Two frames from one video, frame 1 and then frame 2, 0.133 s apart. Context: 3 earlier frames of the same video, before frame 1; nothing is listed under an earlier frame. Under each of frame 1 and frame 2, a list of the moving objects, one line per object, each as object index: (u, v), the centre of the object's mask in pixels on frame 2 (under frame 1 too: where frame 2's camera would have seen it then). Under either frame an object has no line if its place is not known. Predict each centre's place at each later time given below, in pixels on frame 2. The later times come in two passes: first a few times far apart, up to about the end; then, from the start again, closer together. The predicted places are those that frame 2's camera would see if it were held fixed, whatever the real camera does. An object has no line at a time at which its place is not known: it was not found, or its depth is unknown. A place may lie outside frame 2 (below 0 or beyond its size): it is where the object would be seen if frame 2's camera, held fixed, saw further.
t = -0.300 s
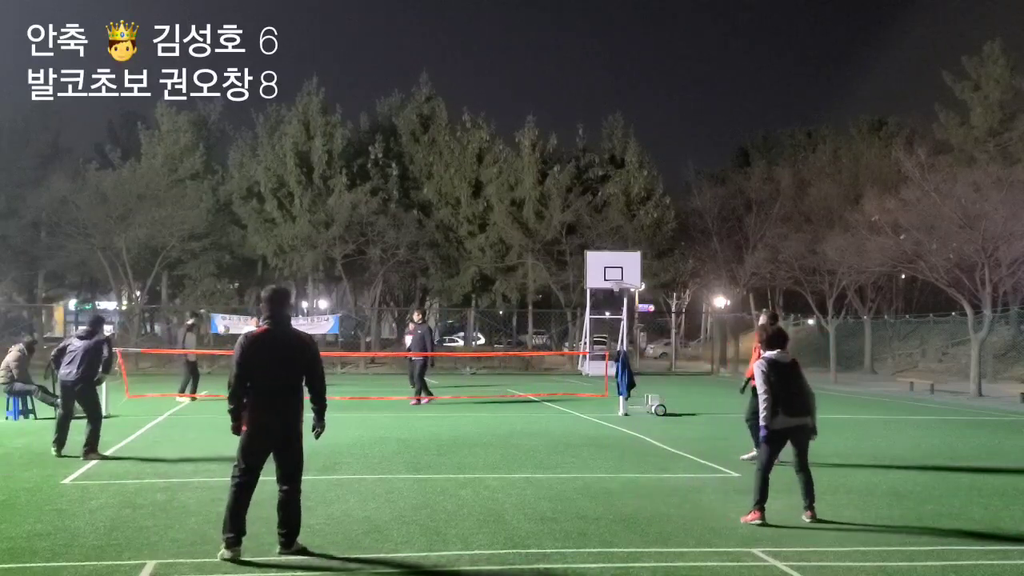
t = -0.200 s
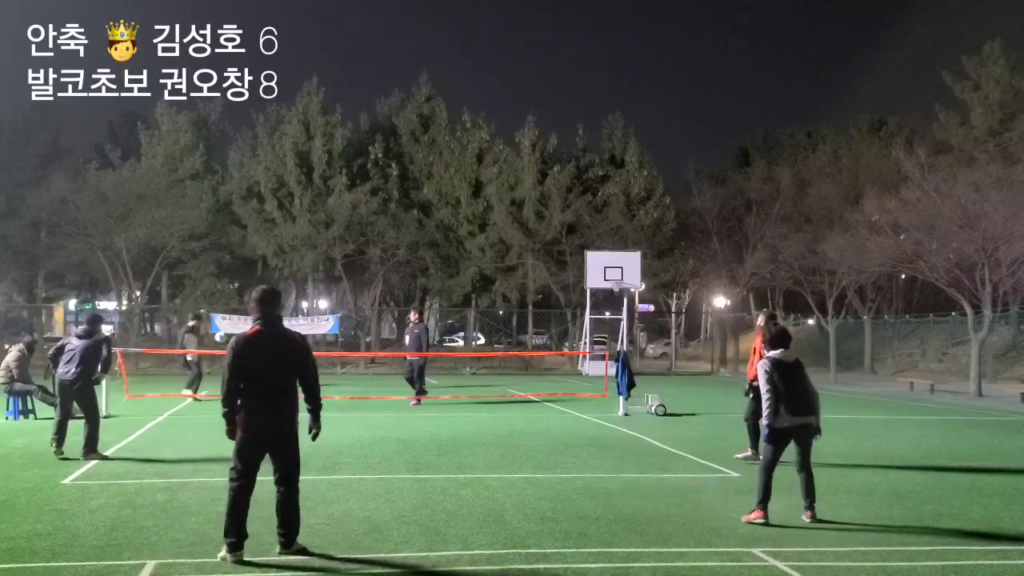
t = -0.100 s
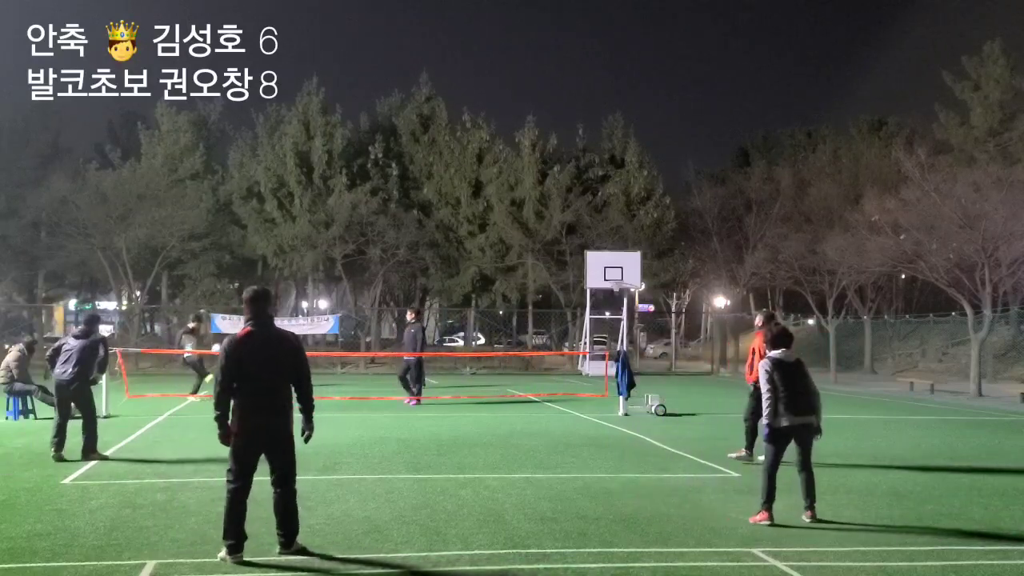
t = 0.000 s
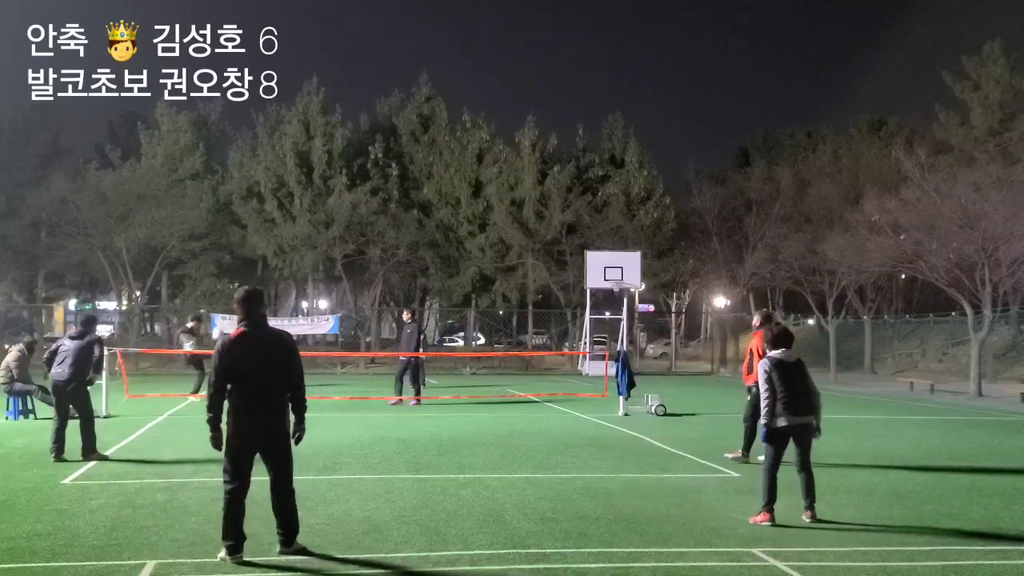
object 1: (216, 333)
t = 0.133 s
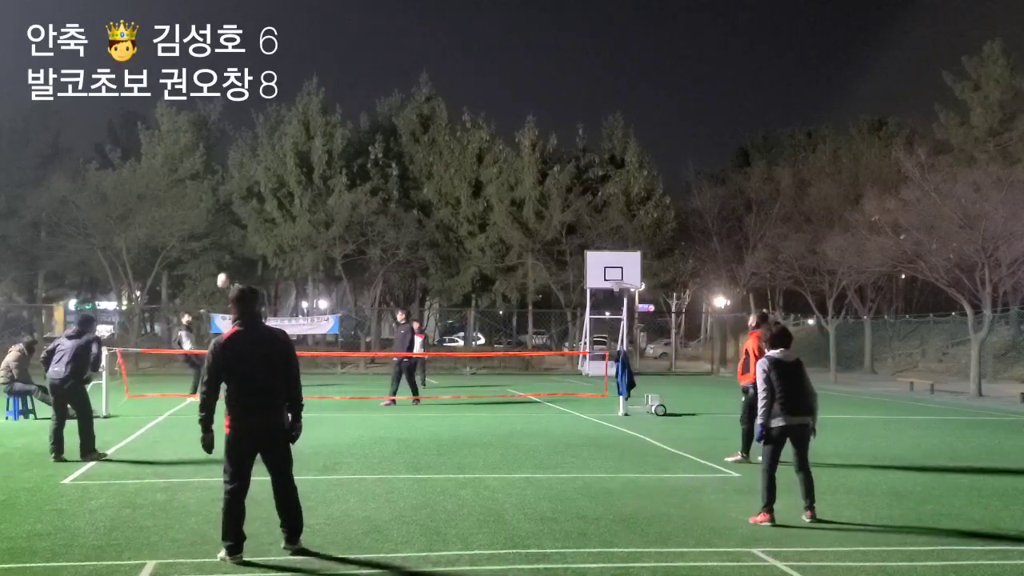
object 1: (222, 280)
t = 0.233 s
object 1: (226, 247)
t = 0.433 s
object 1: (233, 197)
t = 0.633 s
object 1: (240, 168)
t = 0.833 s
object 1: (247, 162)
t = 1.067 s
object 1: (254, 182)
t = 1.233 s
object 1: (260, 216)
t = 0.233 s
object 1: (226, 247)
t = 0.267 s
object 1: (226, 237)
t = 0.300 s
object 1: (229, 227)
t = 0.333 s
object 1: (230, 218)
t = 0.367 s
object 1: (231, 211)
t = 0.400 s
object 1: (231, 203)
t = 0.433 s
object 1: (233, 197)
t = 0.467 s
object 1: (235, 190)
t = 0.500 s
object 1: (235, 184)
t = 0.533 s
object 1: (236, 179)
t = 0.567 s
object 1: (238, 175)
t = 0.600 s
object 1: (239, 171)
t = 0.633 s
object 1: (240, 168)
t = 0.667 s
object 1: (242, 166)
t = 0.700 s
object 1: (242, 164)
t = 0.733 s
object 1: (244, 162)
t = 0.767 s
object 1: (244, 161)
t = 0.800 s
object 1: (246, 161)
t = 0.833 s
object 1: (247, 162)
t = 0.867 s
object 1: (248, 163)
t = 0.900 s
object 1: (249, 164)
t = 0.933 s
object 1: (250, 167)
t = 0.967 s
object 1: (251, 170)
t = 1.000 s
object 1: (252, 173)
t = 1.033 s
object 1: (253, 178)
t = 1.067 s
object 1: (254, 182)
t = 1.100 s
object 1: (255, 188)
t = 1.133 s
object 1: (256, 194)
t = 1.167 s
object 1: (257, 200)
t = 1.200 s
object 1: (259, 208)
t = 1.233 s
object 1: (260, 216)
